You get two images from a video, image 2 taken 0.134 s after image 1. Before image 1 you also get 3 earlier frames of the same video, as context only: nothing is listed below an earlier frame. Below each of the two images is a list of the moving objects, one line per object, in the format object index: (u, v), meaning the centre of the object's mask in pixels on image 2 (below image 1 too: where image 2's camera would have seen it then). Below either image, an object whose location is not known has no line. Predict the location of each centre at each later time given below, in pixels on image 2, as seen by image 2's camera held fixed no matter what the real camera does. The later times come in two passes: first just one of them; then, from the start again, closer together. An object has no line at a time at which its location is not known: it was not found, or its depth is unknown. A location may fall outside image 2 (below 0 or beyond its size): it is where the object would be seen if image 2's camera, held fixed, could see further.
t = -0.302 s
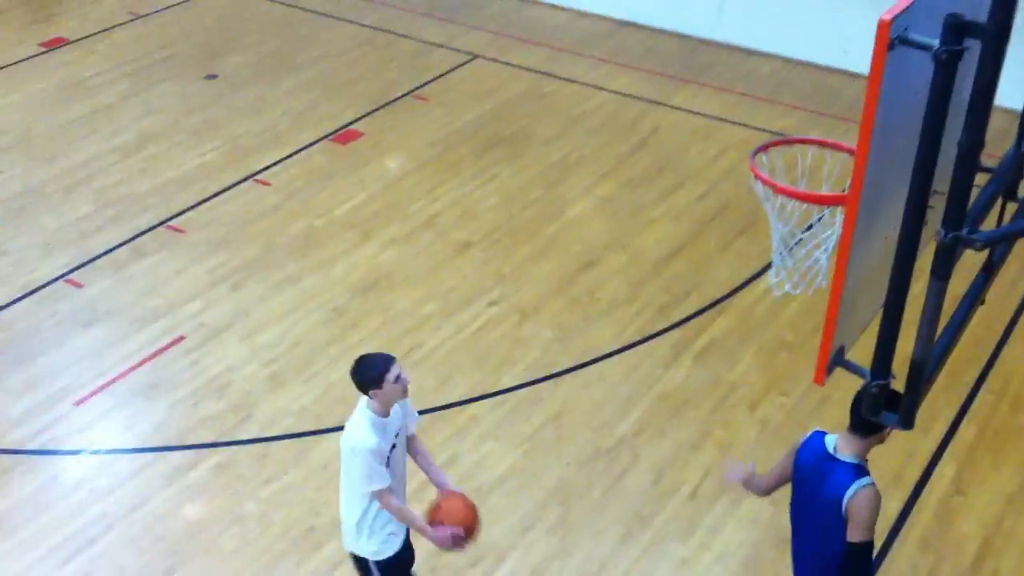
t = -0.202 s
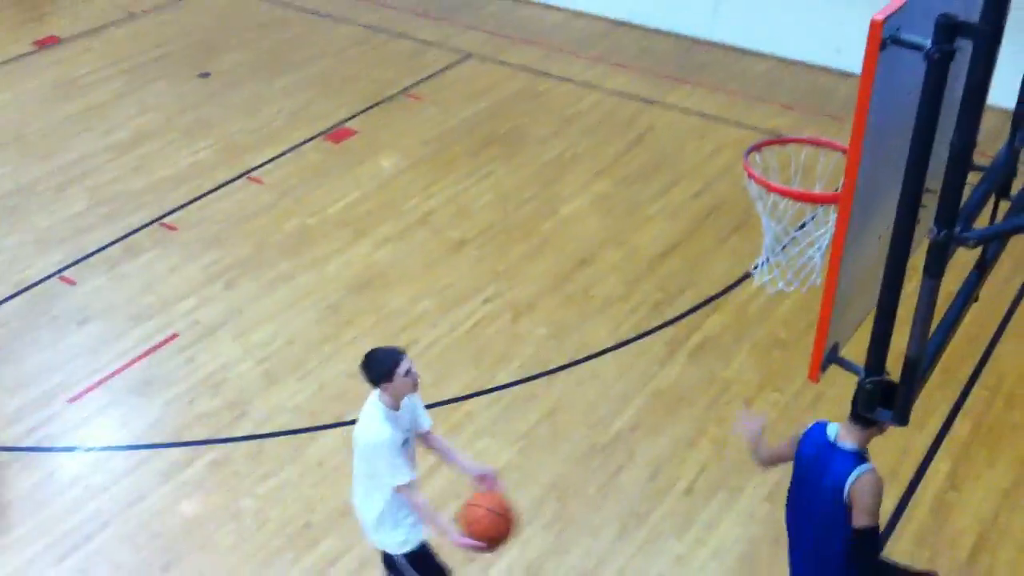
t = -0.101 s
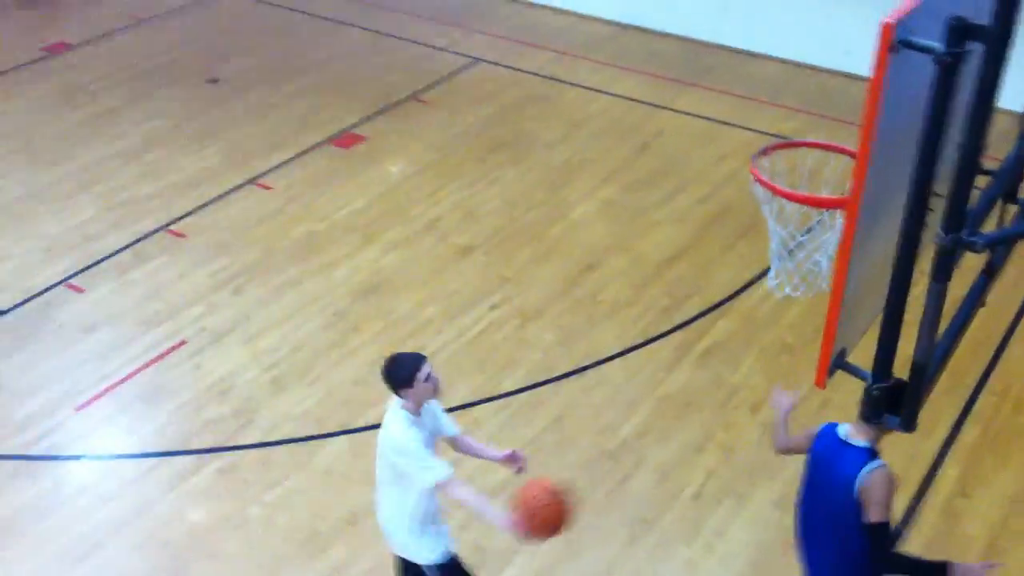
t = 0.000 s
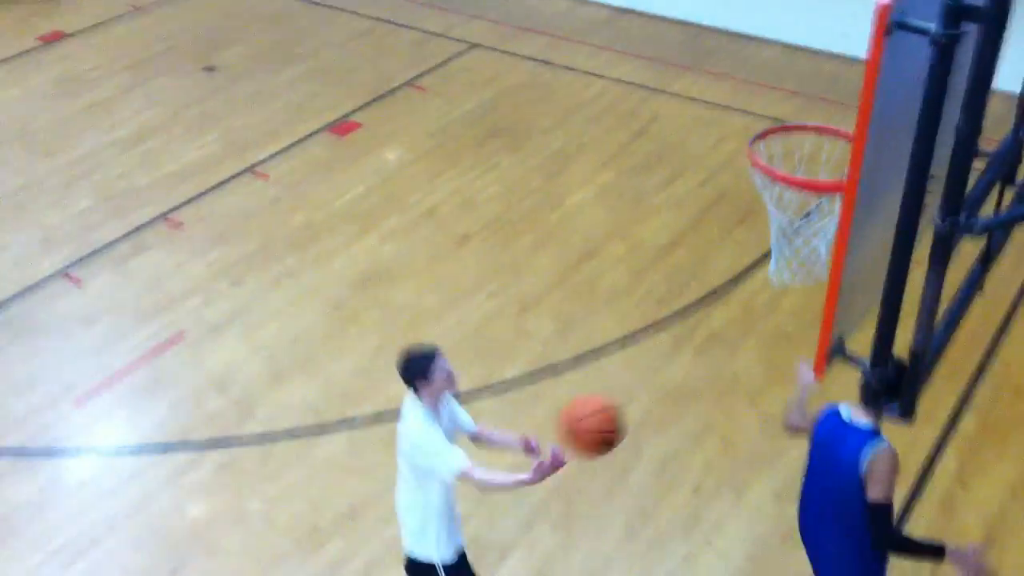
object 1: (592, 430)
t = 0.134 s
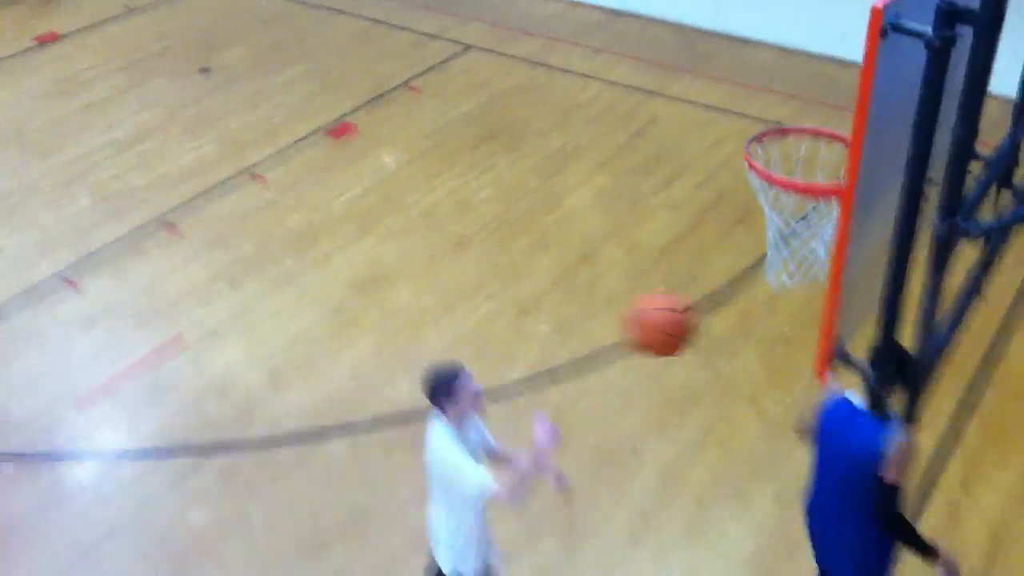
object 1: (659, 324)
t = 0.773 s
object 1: (804, 240)
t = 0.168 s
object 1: (680, 300)
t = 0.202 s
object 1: (694, 280)
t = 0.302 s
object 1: (753, 232)
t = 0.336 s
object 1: (770, 224)
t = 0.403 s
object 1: (805, 207)
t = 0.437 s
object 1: (817, 201)
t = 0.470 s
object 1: (825, 201)
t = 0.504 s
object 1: (828, 198)
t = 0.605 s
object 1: (824, 182)
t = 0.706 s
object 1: (813, 212)
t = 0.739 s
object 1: (810, 222)
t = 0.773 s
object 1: (804, 240)
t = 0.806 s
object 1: (799, 259)
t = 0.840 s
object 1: (793, 282)
